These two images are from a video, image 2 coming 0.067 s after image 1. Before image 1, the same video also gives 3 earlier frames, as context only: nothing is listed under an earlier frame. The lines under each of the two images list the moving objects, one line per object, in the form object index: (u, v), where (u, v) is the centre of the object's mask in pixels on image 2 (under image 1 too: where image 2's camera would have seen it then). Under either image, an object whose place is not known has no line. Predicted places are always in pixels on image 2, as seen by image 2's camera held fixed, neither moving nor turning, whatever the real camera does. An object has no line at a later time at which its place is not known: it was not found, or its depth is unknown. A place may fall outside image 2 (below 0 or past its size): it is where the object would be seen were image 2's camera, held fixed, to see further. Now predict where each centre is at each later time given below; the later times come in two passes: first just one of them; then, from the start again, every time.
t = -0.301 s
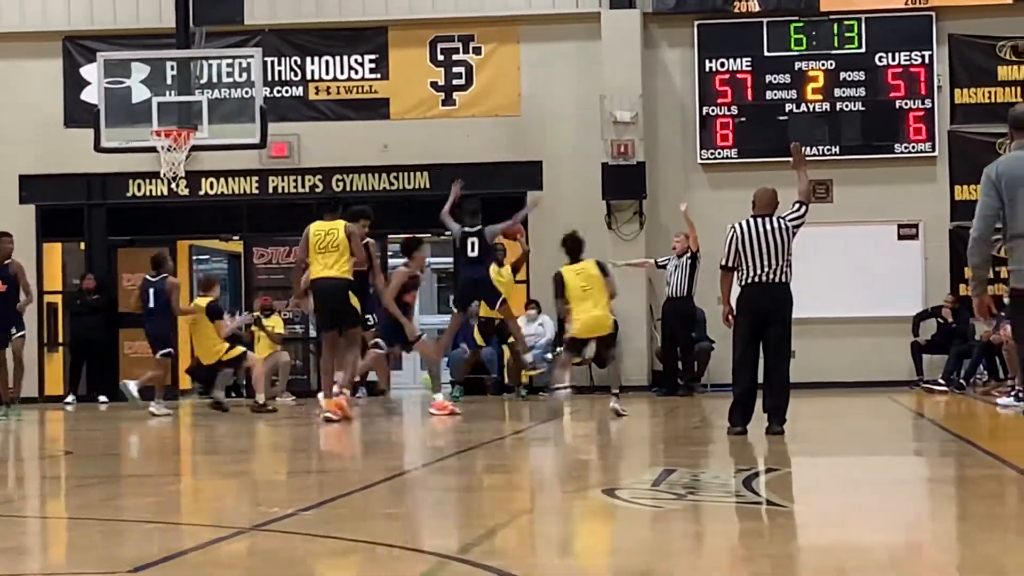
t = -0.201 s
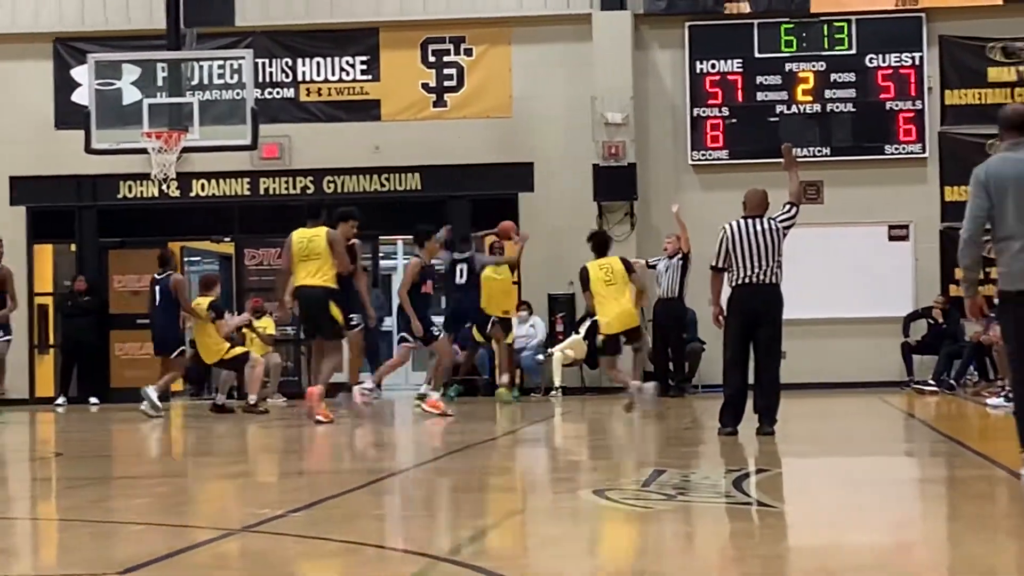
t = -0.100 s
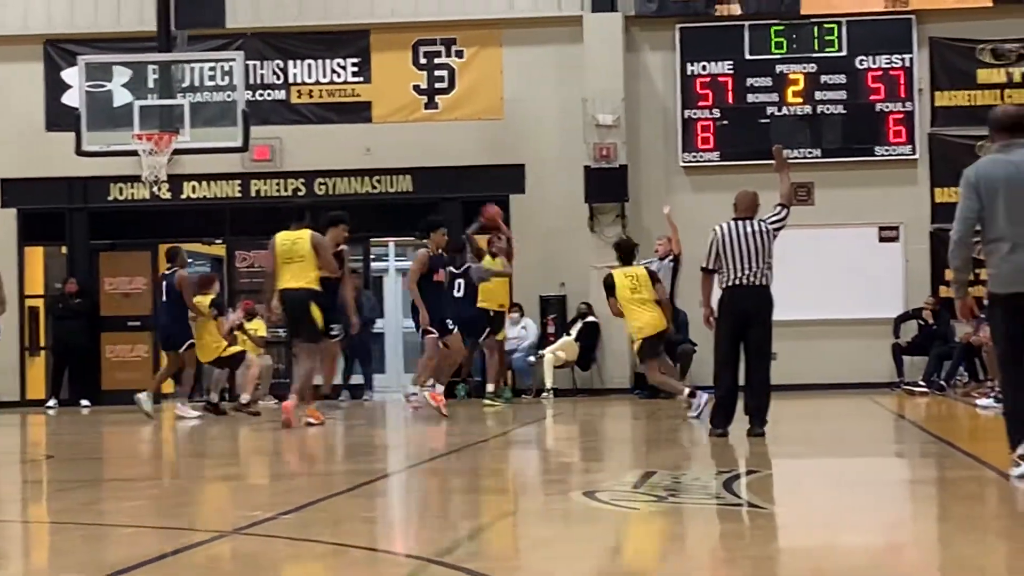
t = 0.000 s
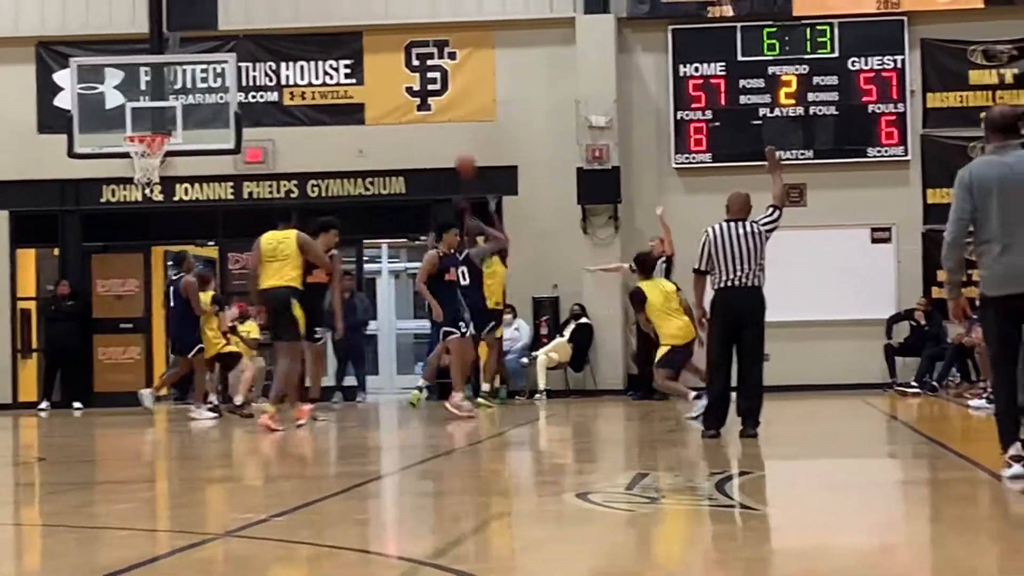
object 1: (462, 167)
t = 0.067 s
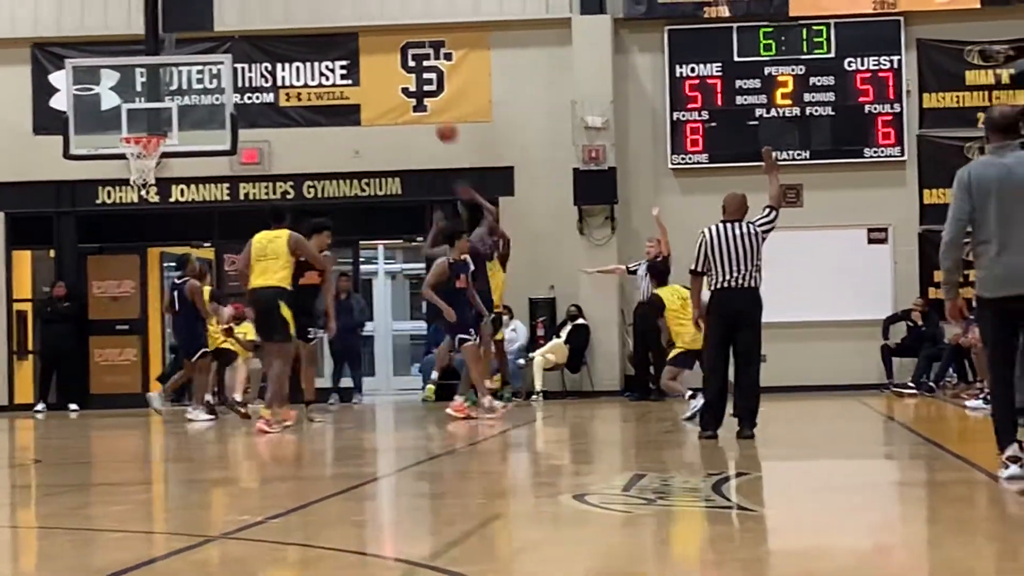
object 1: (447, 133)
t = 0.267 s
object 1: (399, 51)
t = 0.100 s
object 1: (439, 115)
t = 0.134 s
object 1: (430, 102)
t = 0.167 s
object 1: (423, 89)
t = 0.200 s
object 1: (414, 75)
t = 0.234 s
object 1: (407, 63)
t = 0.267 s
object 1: (399, 51)
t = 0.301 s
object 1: (389, 40)
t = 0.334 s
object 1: (380, 31)
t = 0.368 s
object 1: (370, 21)
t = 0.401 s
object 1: (361, 13)
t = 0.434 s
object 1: (352, 6)
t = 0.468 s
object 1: (342, 0)
